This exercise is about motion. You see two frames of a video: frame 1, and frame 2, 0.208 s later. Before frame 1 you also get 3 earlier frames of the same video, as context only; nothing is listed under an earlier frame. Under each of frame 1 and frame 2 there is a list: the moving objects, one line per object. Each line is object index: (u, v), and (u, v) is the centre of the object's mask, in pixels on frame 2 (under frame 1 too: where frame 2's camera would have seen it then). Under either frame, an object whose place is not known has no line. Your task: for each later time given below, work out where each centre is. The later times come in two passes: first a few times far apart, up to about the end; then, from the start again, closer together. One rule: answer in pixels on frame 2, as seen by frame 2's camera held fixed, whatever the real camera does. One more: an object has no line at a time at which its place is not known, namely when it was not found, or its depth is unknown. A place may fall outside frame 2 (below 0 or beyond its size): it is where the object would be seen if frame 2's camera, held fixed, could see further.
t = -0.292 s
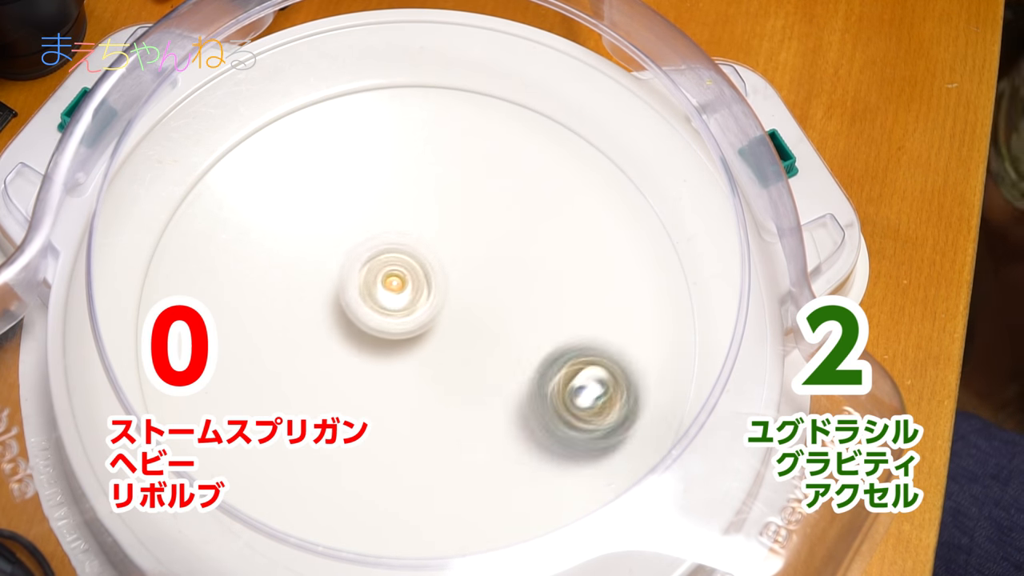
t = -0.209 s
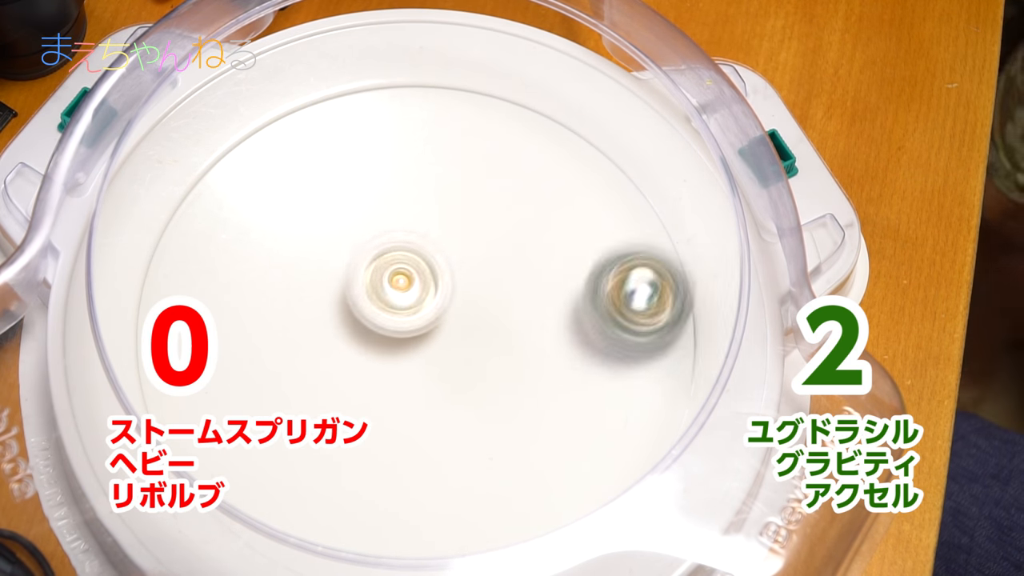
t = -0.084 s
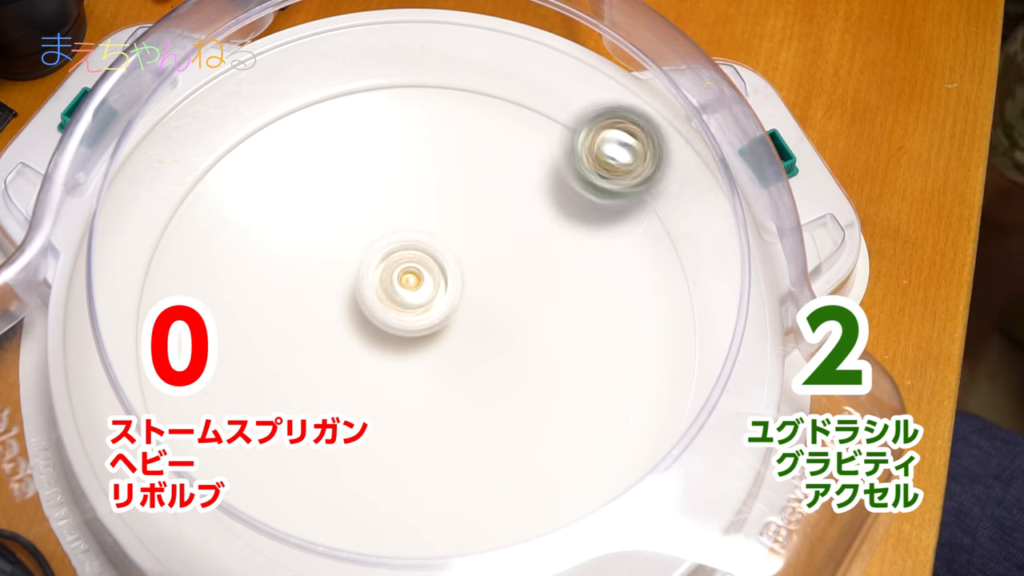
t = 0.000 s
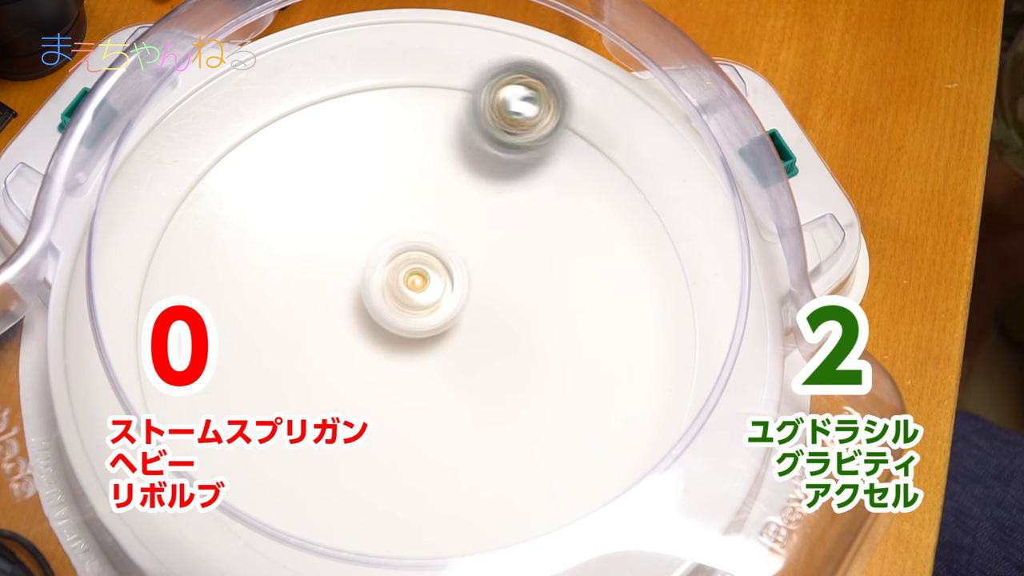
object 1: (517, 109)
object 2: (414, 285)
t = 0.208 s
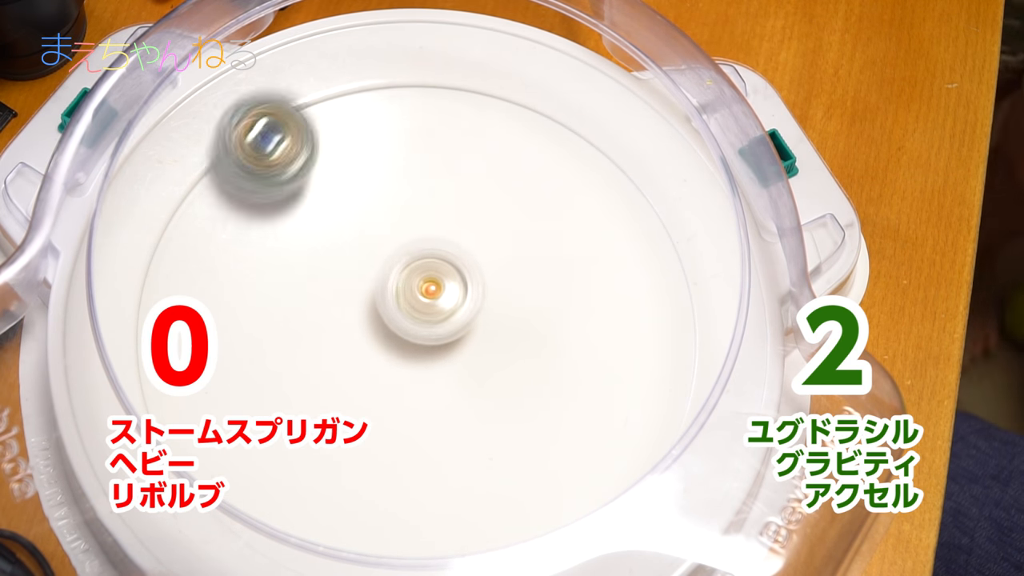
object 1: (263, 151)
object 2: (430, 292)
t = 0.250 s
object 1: (236, 201)
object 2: (433, 294)
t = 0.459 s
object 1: (336, 464)
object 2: (445, 307)
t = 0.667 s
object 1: (613, 450)
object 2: (451, 322)
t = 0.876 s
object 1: (669, 235)
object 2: (450, 338)
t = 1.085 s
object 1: (450, 145)
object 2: (442, 352)
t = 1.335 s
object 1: (256, 371)
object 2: (428, 363)
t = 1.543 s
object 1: (402, 535)
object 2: (412, 365)
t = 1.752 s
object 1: (616, 453)
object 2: (397, 363)
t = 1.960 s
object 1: (554, 253)
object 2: (383, 356)
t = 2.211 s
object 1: (267, 224)
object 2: (375, 342)
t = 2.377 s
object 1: (155, 388)
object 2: (376, 331)
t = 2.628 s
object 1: (373, 523)
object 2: (383, 314)
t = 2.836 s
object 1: (537, 375)
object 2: (394, 304)
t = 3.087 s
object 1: (445, 161)
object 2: (410, 300)
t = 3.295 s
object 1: (255, 175)
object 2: (422, 303)
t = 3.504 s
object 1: (252, 365)
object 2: (432, 311)
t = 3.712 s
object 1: (460, 439)
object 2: (439, 321)
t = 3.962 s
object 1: (602, 273)
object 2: (438, 335)
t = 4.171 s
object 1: (504, 148)
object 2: (431, 344)
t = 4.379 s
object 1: (317, 226)
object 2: (419, 351)
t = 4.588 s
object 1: (304, 417)
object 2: (406, 352)
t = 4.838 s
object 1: (503, 498)
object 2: (391, 346)
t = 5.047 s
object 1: (604, 364)
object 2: (385, 337)
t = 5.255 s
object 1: (479, 226)
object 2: (383, 328)
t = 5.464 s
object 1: (281, 248)
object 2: (389, 318)
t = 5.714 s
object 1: (234, 416)
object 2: (402, 311)
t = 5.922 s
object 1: (410, 482)
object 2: (414, 309)
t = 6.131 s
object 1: (538, 347)
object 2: (414, 305)
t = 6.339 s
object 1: (513, 191)
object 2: (404, 302)
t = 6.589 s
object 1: (322, 177)
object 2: (404, 314)
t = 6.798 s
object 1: (269, 341)
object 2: (405, 324)
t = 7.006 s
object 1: (401, 466)
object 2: (404, 333)
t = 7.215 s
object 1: (563, 427)
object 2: (401, 339)
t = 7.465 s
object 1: (562, 257)
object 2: (398, 343)
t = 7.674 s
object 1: (401, 208)
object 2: (396, 344)
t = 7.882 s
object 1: (266, 305)
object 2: (397, 342)
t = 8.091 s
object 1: (291, 459)
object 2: (399, 338)
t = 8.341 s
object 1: (485, 449)
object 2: (406, 333)
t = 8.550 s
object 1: (523, 298)
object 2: (411, 330)
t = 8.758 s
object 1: (417, 190)
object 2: (417, 329)
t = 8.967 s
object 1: (273, 230)
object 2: (422, 331)
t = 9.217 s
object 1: (310, 383)
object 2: (425, 334)
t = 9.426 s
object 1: (406, 481)
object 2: (488, 296)
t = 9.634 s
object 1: (526, 430)
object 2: (474, 294)
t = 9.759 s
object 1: (540, 370)
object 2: (441, 277)
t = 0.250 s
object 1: (236, 201)
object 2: (433, 294)
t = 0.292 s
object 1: (225, 255)
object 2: (435, 296)
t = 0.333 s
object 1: (240, 306)
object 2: (438, 299)
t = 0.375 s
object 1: (256, 366)
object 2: (441, 302)
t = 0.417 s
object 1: (286, 414)
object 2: (443, 304)
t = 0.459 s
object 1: (336, 464)
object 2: (445, 307)
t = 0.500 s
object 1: (388, 485)
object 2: (447, 310)
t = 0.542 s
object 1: (447, 495)
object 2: (448, 313)
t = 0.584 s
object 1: (506, 493)
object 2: (450, 316)
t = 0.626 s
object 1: (565, 476)
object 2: (450, 319)
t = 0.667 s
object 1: (613, 450)
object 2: (451, 322)
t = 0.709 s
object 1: (653, 423)
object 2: (451, 325)
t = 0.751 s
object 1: (679, 380)
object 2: (452, 328)
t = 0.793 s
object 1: (680, 333)
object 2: (452, 331)
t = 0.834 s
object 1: (679, 283)
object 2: (451, 334)
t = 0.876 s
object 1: (669, 235)
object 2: (450, 338)
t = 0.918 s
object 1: (644, 195)
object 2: (449, 341)
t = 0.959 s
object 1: (607, 166)
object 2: (447, 344)
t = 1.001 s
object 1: (557, 145)
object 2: (446, 346)
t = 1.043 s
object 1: (504, 138)
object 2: (444, 349)
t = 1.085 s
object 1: (450, 145)
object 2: (442, 352)
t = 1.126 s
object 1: (397, 164)
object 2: (441, 354)
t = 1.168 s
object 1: (348, 194)
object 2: (438, 356)
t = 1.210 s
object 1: (308, 232)
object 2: (436, 359)
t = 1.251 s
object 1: (277, 276)
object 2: (433, 360)
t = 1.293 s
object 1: (261, 325)
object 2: (431, 362)
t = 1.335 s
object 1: (256, 371)
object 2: (428, 363)
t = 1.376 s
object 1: (255, 417)
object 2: (425, 364)
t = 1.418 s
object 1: (277, 485)
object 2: (422, 365)
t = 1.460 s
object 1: (310, 504)
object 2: (419, 365)
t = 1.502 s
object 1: (351, 533)
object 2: (416, 365)
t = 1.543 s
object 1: (402, 535)
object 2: (412, 365)
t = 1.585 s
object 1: (450, 538)
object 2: (409, 366)
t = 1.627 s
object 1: (495, 527)
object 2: (405, 366)
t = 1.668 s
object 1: (539, 511)
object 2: (402, 365)
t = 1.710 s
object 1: (582, 486)
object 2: (399, 364)
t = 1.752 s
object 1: (616, 453)
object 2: (397, 363)
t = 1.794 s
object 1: (634, 418)
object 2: (394, 362)
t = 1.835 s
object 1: (636, 370)
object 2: (391, 361)
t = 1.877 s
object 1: (617, 327)
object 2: (388, 359)
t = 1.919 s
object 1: (590, 287)
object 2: (386, 358)
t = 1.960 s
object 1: (554, 253)
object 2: (383, 356)
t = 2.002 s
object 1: (510, 226)
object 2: (380, 354)
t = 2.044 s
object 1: (461, 205)
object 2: (378, 352)
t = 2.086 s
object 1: (411, 195)
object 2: (378, 350)
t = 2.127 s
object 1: (360, 196)
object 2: (376, 347)
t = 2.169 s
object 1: (310, 206)
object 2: (375, 344)
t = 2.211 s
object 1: (267, 224)
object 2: (375, 342)
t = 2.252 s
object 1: (230, 249)
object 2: (375, 339)
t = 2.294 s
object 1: (202, 274)
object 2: (375, 337)
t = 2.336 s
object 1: (173, 297)
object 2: (376, 334)
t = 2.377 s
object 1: (155, 388)
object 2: (376, 331)
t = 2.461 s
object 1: (204, 448)
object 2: (377, 326)
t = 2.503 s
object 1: (238, 495)
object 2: (378, 323)
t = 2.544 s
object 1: (274, 513)
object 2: (380, 320)
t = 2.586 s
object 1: (323, 524)
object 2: (382, 317)
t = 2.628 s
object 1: (373, 523)
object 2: (383, 314)
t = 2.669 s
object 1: (421, 510)
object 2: (385, 312)
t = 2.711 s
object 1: (465, 489)
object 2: (387, 309)
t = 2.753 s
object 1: (500, 456)
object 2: (389, 308)
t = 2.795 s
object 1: (524, 417)
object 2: (391, 306)
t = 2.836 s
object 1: (537, 375)
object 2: (394, 304)
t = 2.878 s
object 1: (542, 330)
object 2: (396, 302)
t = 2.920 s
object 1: (536, 286)
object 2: (398, 301)
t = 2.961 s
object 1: (523, 249)
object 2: (400, 301)
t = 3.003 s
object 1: (503, 212)
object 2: (403, 301)
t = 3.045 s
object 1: (476, 184)
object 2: (406, 302)
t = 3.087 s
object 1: (445, 161)
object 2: (410, 300)
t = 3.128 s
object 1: (409, 146)
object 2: (413, 300)
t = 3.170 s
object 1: (370, 138)
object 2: (414, 299)
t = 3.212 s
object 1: (329, 141)
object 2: (417, 300)
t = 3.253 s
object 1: (289, 153)
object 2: (419, 301)
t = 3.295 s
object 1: (255, 175)
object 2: (422, 303)
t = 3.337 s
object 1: (229, 208)
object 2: (425, 304)
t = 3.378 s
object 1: (214, 245)
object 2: (426, 305)
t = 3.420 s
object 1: (217, 278)
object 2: (429, 307)
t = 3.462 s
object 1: (237, 322)
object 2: (431, 309)
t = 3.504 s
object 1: (252, 365)
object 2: (432, 311)
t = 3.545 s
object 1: (281, 383)
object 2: (435, 313)
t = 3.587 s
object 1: (324, 415)
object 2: (436, 315)
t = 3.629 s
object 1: (372, 441)
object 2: (438, 317)
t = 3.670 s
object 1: (417, 444)
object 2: (439, 319)
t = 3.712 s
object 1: (460, 439)
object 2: (439, 321)
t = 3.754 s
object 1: (501, 424)
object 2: (440, 323)
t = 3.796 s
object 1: (535, 399)
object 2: (440, 325)
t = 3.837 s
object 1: (560, 376)
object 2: (440, 328)
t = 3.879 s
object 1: (581, 344)
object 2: (439, 330)
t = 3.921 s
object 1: (597, 307)
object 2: (439, 332)
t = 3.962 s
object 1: (602, 273)
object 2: (438, 335)
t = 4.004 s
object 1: (600, 236)
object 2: (437, 337)
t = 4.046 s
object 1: (589, 207)
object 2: (436, 339)
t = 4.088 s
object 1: (568, 181)
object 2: (434, 341)
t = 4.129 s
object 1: (540, 160)
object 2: (432, 343)
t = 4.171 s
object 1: (504, 148)
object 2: (431, 344)
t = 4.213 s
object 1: (463, 145)
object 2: (429, 346)
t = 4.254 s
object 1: (423, 152)
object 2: (426, 347)
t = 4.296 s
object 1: (384, 168)
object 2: (424, 349)
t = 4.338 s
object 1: (347, 193)
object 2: (422, 349)
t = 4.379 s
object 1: (317, 226)
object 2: (419, 351)
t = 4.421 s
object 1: (294, 264)
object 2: (416, 351)
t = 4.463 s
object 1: (283, 305)
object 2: (414, 352)
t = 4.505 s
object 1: (280, 347)
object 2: (411, 352)
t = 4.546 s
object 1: (288, 376)
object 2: (409, 352)
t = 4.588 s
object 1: (304, 417)
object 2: (406, 352)
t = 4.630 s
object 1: (332, 463)
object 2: (403, 351)
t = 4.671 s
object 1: (360, 485)
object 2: (401, 350)
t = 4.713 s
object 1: (392, 497)
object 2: (398, 349)
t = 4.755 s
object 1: (429, 505)
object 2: (396, 348)
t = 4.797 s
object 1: (466, 505)
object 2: (393, 347)
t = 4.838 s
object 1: (503, 498)
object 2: (391, 346)
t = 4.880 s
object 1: (540, 485)
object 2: (390, 344)
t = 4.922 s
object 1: (569, 465)
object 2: (388, 343)
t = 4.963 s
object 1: (593, 436)
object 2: (387, 341)
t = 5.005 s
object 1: (602, 402)
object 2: (386, 339)
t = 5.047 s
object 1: (604, 364)
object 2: (385, 337)
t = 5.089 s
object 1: (593, 330)
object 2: (384, 335)
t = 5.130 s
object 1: (573, 297)
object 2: (384, 333)
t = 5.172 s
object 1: (547, 269)
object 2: (384, 331)
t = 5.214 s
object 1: (514, 244)
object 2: (383, 330)
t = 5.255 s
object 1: (479, 226)
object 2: (383, 328)
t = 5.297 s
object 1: (438, 216)
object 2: (384, 326)
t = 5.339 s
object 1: (396, 214)
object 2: (385, 324)
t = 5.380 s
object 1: (355, 218)
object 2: (386, 321)
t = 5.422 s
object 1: (317, 231)
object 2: (388, 320)
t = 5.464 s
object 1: (281, 248)
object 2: (389, 318)
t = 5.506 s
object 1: (253, 270)
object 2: (391, 317)
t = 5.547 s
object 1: (239, 292)
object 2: (393, 315)
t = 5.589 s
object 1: (235, 319)
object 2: (395, 313)
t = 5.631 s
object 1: (233, 363)
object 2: (397, 313)
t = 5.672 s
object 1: (229, 385)
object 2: (400, 312)
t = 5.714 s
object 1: (234, 416)
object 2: (402, 311)
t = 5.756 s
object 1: (259, 457)
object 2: (405, 310)
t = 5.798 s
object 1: (289, 483)
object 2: (407, 310)
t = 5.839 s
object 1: (328, 492)
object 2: (409, 309)
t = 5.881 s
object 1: (368, 492)
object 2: (412, 309)
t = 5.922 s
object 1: (410, 482)
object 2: (414, 309)
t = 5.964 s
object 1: (447, 466)
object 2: (417, 309)
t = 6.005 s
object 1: (479, 441)
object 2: (419, 310)
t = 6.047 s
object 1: (503, 411)
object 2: (421, 311)
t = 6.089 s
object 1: (520, 375)
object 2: (424, 312)
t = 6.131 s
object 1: (538, 347)
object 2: (414, 305)
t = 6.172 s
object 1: (548, 315)
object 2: (407, 299)
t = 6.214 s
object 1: (551, 281)
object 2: (404, 297)
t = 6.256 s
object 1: (545, 249)
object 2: (404, 298)
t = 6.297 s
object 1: (533, 218)
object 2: (404, 300)
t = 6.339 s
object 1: (513, 191)
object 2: (404, 302)
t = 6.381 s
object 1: (488, 170)
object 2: (404, 304)
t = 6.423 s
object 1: (457, 155)
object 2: (404, 306)
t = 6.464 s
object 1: (424, 149)
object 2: (404, 308)
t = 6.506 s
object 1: (388, 150)
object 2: (404, 310)
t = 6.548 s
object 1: (353, 159)
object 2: (404, 312)
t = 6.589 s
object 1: (322, 177)
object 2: (404, 314)
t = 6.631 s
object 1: (295, 202)
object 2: (404, 316)
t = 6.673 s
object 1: (275, 234)
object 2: (404, 318)
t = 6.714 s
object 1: (263, 269)
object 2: (405, 320)
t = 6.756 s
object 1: (263, 305)
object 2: (405, 322)
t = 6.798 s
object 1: (269, 341)
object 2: (405, 324)
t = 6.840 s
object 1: (281, 369)
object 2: (405, 326)
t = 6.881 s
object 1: (305, 385)
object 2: (405, 328)
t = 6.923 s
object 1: (336, 447)
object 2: (404, 329)
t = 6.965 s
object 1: (370, 455)
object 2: (404, 331)
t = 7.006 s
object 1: (401, 466)
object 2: (404, 333)
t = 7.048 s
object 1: (435, 471)
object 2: (403, 334)
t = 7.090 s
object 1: (471, 469)
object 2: (402, 335)
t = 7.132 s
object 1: (505, 460)
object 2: (401, 337)
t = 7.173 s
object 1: (537, 446)
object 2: (401, 338)
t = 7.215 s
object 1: (563, 427)
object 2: (401, 339)
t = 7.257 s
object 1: (582, 402)
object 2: (400, 340)
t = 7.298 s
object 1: (595, 372)
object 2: (400, 341)
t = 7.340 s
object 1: (599, 341)
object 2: (399, 342)
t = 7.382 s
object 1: (594, 311)
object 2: (399, 342)
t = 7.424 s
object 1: (581, 282)
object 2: (398, 343)
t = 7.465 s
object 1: (562, 257)
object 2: (398, 343)
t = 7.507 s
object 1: (538, 236)
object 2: (397, 344)
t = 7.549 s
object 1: (507, 219)
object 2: (397, 344)
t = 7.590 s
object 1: (473, 208)
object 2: (396, 345)
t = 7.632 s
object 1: (437, 205)
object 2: (396, 344)
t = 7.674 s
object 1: (401, 208)
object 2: (396, 344)
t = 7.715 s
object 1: (366, 218)
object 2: (397, 344)
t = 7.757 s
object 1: (334, 233)
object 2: (397, 344)
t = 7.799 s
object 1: (306, 253)
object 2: (397, 343)
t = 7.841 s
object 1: (282, 277)
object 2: (397, 343)
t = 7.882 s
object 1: (266, 305)
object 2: (397, 342)
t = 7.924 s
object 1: (259, 335)
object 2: (397, 341)
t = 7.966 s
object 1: (256, 365)
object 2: (397, 340)
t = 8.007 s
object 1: (259, 383)
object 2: (398, 339)
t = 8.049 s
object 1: (270, 416)
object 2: (398, 338)
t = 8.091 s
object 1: (291, 459)
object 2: (399, 338)
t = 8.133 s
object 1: (320, 483)
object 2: (400, 337)
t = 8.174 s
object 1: (354, 489)
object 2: (401, 336)
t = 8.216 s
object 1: (389, 489)
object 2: (402, 335)
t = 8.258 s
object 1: (425, 484)
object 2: (403, 334)
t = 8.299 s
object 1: (457, 470)
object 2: (404, 334)
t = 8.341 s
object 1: (485, 449)
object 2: (406, 333)
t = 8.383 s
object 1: (507, 422)
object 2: (407, 332)
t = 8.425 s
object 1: (519, 394)
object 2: (408, 331)
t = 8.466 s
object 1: (527, 361)
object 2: (408, 331)
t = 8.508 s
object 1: (528, 329)
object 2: (409, 330)
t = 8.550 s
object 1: (523, 298)
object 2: (411, 330)
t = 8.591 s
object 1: (511, 268)
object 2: (411, 330)
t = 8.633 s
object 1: (493, 241)
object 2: (412, 330)
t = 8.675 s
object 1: (471, 221)
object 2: (414, 331)
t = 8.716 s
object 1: (446, 202)
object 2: (416, 330)
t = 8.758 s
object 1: (417, 190)
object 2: (417, 329)
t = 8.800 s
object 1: (386, 184)
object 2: (418, 329)
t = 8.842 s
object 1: (355, 185)
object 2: (419, 329)
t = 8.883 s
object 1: (324, 193)
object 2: (420, 330)
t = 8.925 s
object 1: (296, 208)
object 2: (421, 330)
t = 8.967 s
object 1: (273, 230)
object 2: (422, 331)
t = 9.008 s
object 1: (258, 258)
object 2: (423, 331)
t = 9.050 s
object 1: (253, 286)
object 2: (424, 331)
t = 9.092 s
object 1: (258, 319)
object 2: (424, 332)
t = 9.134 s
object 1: (267, 350)
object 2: (424, 332)
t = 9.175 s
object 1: (284, 370)
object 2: (424, 333)
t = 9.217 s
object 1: (310, 383)
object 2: (425, 334)
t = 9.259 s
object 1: (345, 411)
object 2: (424, 334)
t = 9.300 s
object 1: (368, 436)
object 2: (432, 331)
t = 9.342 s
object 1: (372, 462)
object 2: (459, 314)
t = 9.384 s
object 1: (385, 474)
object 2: (476, 304)
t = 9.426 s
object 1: (406, 481)
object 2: (488, 296)
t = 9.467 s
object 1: (432, 485)
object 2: (492, 293)
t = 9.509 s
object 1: (462, 482)
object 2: (490, 291)
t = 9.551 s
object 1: (490, 470)
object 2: (485, 292)
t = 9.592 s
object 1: (509, 454)
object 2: (480, 293)
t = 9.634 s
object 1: (526, 430)
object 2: (474, 294)
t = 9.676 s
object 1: (534, 403)
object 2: (468, 295)
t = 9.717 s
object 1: (536, 377)
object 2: (460, 294)
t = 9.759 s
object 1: (540, 370)
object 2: (441, 277)
